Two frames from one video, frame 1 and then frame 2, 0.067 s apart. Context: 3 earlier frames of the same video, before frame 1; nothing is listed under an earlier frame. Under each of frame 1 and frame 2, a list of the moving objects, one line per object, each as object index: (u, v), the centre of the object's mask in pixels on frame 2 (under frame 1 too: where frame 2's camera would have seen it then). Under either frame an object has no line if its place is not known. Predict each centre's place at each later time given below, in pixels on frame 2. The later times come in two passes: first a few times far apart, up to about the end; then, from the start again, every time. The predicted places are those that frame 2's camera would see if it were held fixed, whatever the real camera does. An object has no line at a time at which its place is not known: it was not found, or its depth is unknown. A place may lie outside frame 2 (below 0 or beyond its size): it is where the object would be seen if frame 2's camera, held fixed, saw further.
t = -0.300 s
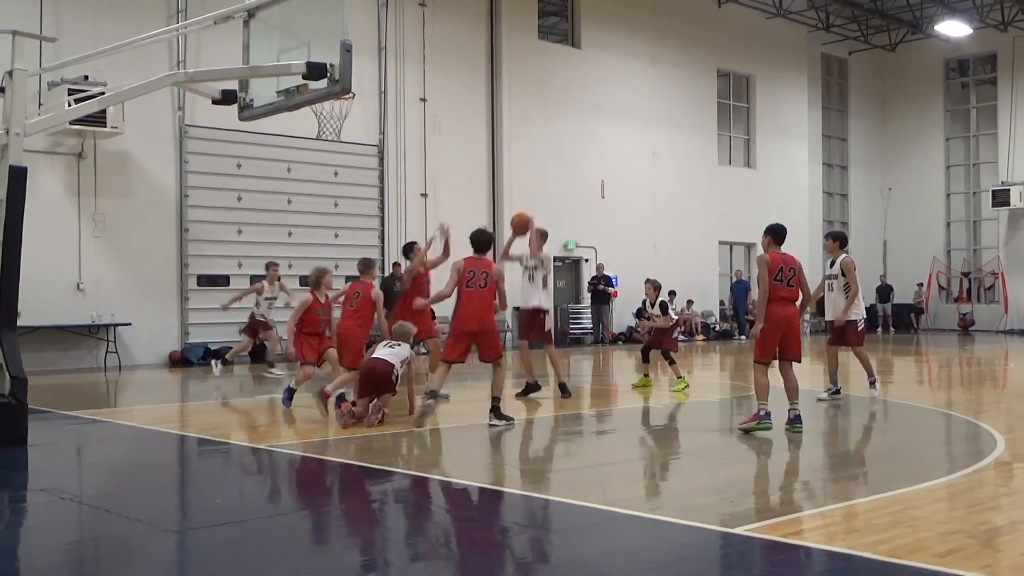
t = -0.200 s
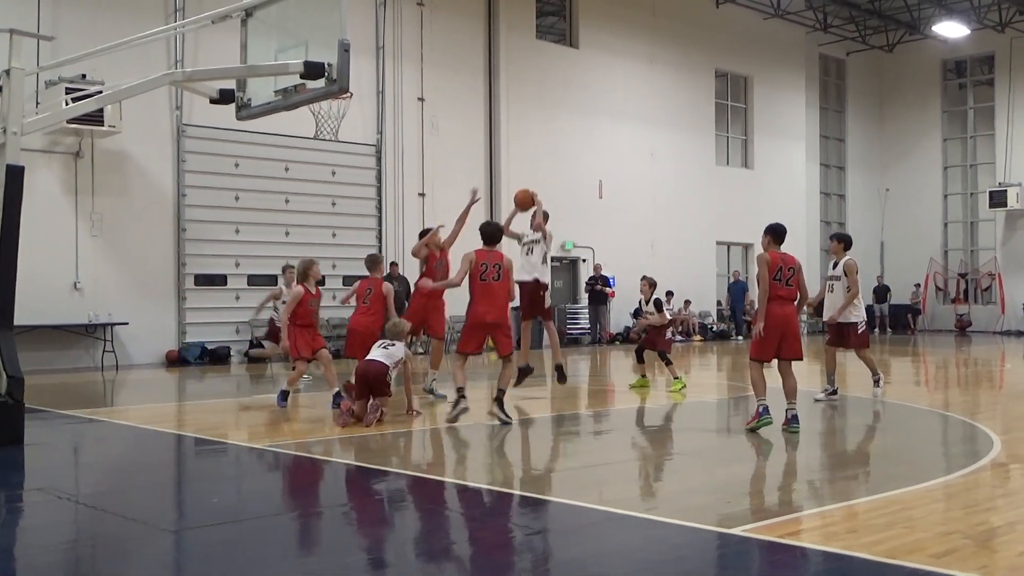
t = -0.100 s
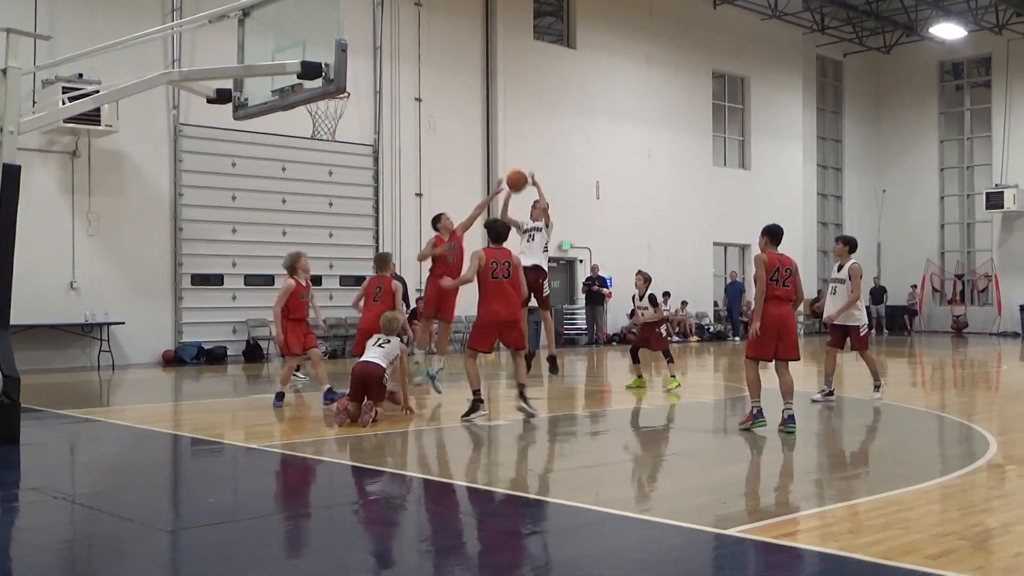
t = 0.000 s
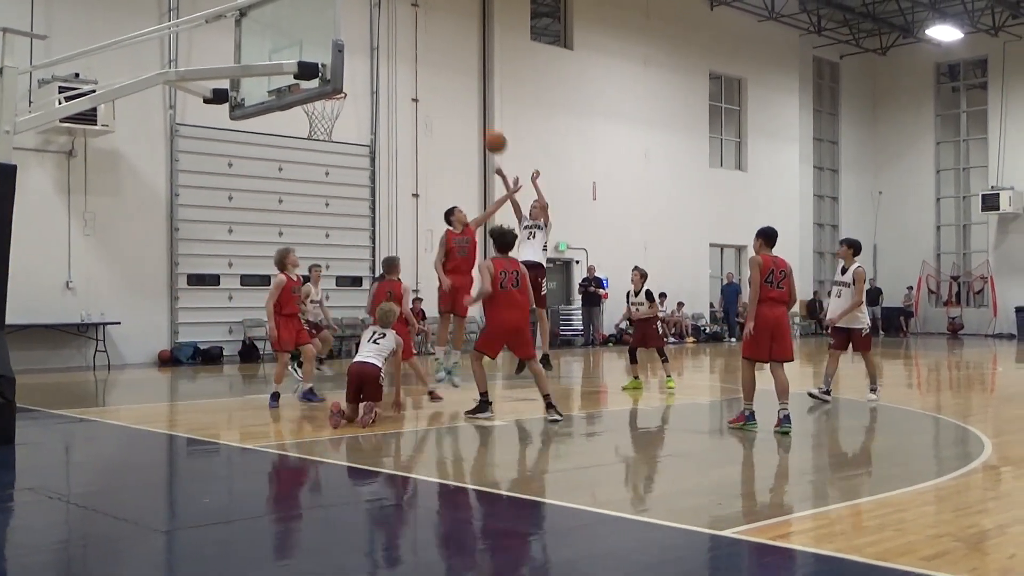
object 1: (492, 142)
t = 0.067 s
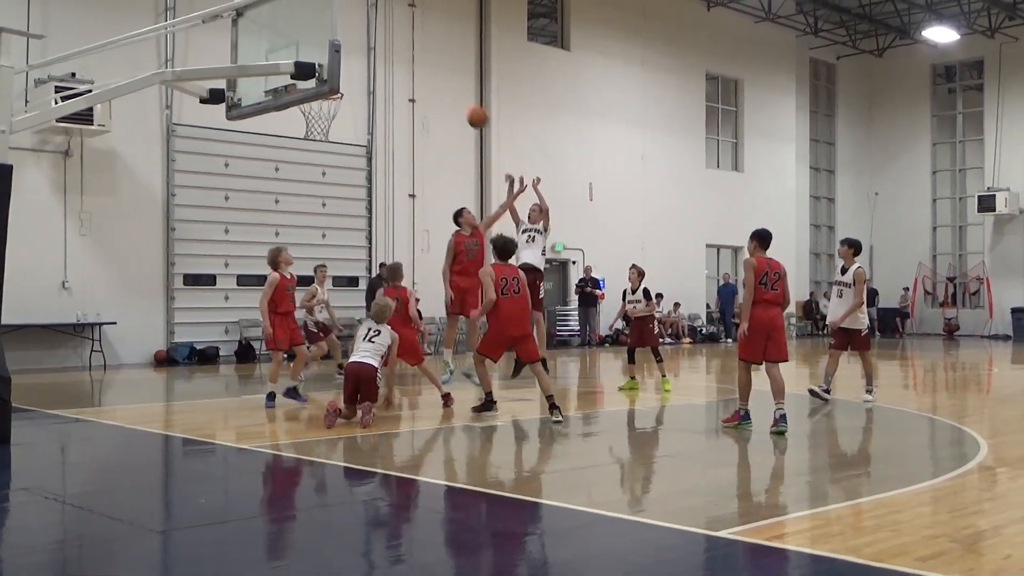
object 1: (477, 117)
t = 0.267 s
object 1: (432, 63)
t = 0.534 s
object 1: (367, 46)
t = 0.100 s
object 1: (470, 106)
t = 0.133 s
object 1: (462, 95)
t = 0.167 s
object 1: (455, 86)
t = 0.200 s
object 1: (447, 77)
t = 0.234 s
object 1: (439, 70)
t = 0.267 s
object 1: (432, 63)
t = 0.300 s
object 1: (424, 57)
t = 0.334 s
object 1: (416, 53)
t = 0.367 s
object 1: (408, 49)
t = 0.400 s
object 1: (400, 46)
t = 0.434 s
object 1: (392, 44)
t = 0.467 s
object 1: (384, 44)
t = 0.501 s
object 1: (375, 44)
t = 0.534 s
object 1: (367, 46)
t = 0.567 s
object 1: (358, 48)
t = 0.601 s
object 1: (351, 52)
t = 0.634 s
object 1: (346, 57)
